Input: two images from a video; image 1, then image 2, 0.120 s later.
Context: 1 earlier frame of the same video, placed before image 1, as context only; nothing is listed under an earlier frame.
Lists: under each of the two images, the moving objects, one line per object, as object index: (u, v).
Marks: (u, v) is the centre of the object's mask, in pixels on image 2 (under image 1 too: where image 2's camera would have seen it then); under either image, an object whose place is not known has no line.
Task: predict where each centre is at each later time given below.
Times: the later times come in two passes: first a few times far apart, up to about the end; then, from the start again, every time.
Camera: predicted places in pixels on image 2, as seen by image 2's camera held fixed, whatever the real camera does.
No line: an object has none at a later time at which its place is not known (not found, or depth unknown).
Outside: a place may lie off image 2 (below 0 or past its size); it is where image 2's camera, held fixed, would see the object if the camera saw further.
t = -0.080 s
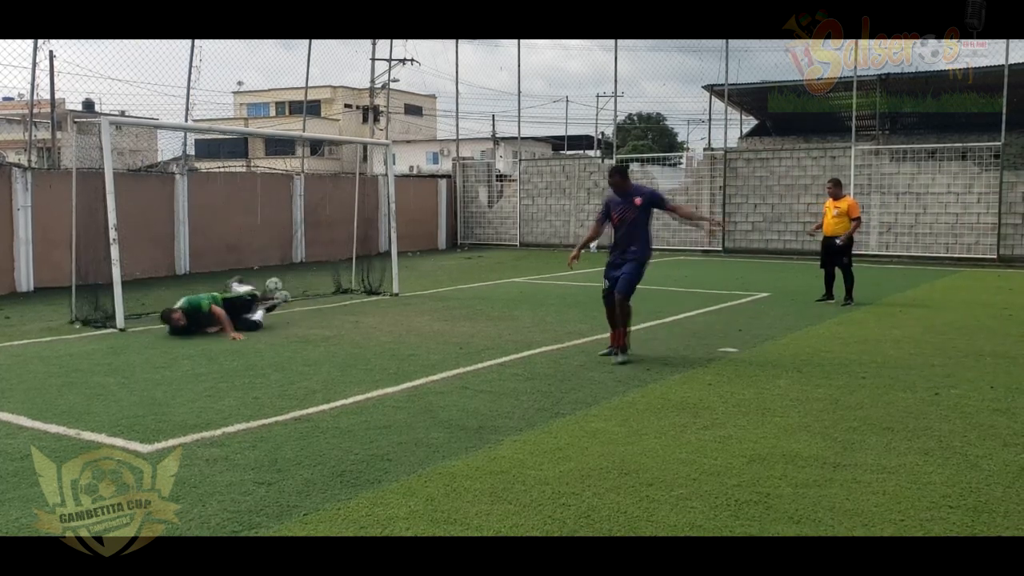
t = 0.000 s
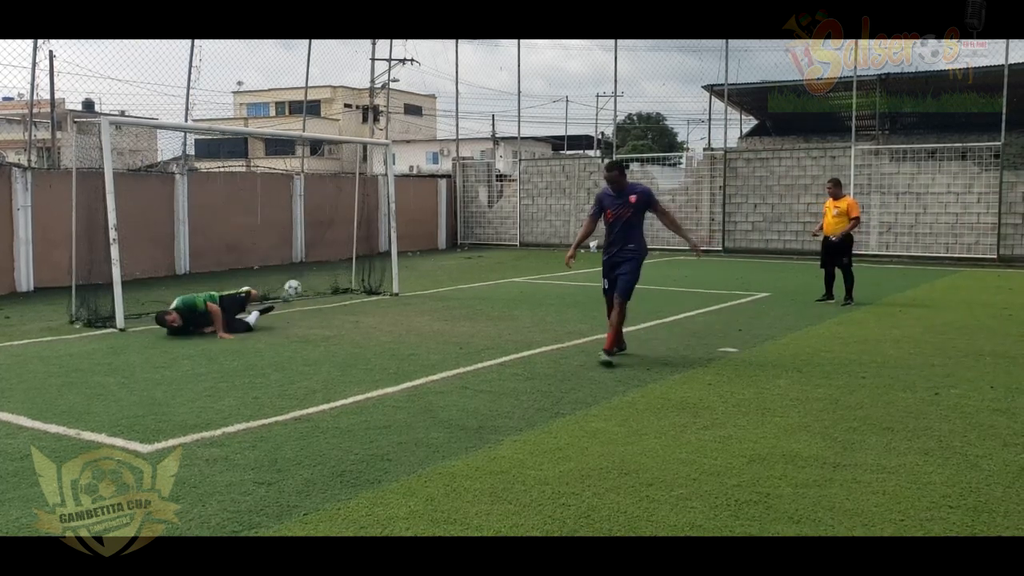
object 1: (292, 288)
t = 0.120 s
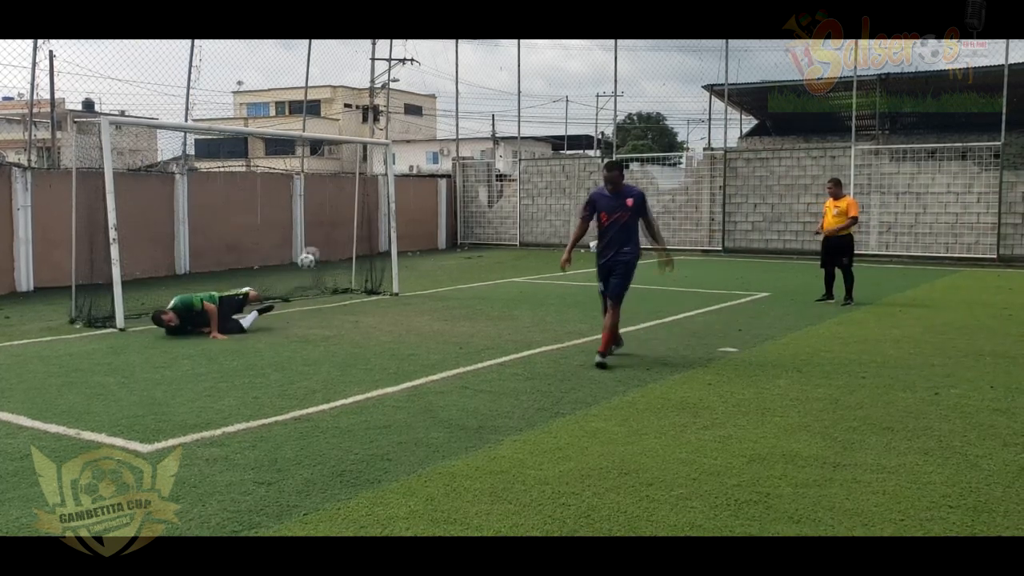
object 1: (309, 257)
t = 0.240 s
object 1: (324, 237)
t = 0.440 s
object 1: (352, 228)
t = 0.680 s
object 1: (387, 255)
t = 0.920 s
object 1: (424, 292)
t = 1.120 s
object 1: (452, 260)
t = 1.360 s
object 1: (489, 262)
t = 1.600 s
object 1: (526, 309)
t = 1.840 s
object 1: (563, 277)
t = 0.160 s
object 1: (314, 249)
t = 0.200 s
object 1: (319, 242)
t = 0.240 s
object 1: (324, 237)
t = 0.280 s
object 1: (330, 233)
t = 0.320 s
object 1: (335, 230)
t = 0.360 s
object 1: (340, 228)
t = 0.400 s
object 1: (345, 227)
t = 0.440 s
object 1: (352, 228)
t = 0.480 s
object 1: (358, 229)
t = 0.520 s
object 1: (364, 232)
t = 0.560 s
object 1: (370, 236)
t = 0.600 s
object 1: (376, 242)
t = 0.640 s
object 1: (382, 249)
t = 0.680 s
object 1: (387, 255)
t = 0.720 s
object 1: (394, 265)
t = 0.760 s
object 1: (400, 275)
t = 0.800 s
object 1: (406, 287)
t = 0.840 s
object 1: (412, 302)
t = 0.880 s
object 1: (418, 304)
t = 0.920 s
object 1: (424, 292)
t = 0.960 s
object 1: (429, 284)
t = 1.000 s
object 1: (435, 276)
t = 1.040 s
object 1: (441, 270)
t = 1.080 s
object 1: (447, 262)
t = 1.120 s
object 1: (452, 260)
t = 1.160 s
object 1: (459, 257)
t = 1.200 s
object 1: (465, 255)
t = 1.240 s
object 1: (471, 255)
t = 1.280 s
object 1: (477, 256)
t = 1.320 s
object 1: (483, 259)
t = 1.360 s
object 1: (489, 262)
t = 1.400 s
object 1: (496, 268)
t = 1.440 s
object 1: (502, 274)
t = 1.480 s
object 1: (507, 280)
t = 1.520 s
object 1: (515, 290)
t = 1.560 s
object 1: (520, 299)
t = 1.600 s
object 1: (526, 309)
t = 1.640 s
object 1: (533, 305)
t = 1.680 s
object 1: (538, 297)
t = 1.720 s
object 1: (545, 289)
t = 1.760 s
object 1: (550, 284)
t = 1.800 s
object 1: (557, 280)
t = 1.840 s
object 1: (563, 277)
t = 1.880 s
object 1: (569, 275)
